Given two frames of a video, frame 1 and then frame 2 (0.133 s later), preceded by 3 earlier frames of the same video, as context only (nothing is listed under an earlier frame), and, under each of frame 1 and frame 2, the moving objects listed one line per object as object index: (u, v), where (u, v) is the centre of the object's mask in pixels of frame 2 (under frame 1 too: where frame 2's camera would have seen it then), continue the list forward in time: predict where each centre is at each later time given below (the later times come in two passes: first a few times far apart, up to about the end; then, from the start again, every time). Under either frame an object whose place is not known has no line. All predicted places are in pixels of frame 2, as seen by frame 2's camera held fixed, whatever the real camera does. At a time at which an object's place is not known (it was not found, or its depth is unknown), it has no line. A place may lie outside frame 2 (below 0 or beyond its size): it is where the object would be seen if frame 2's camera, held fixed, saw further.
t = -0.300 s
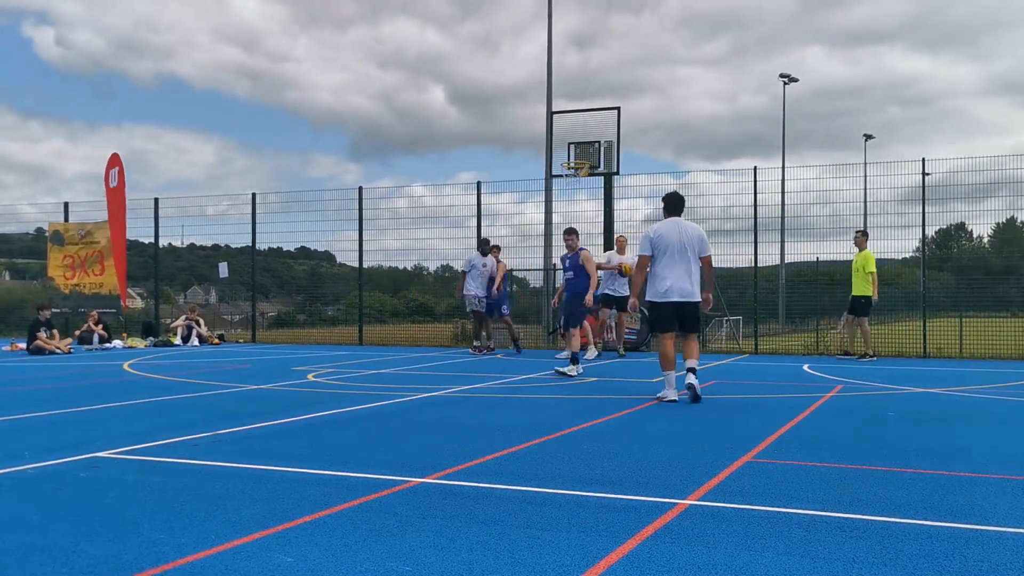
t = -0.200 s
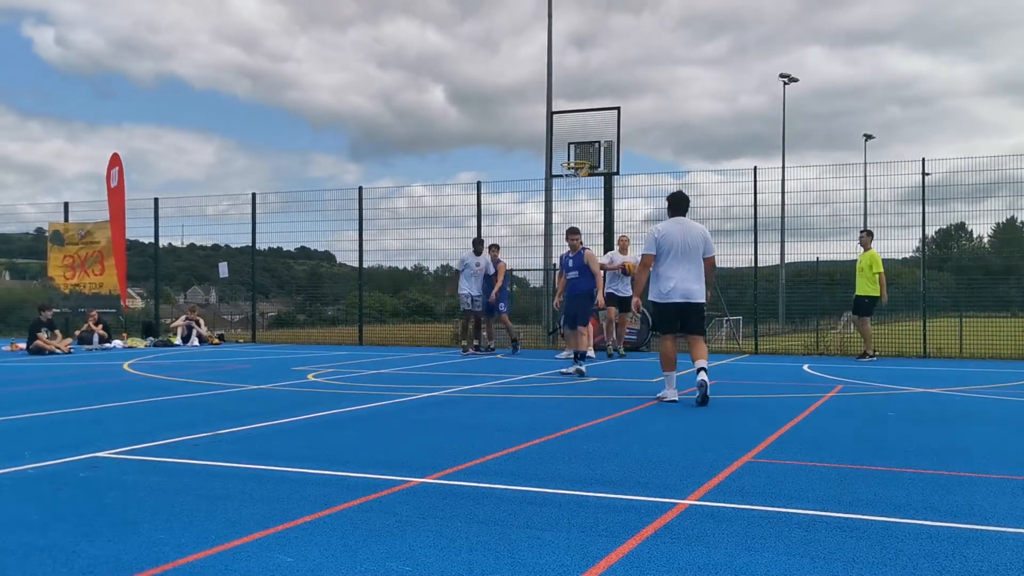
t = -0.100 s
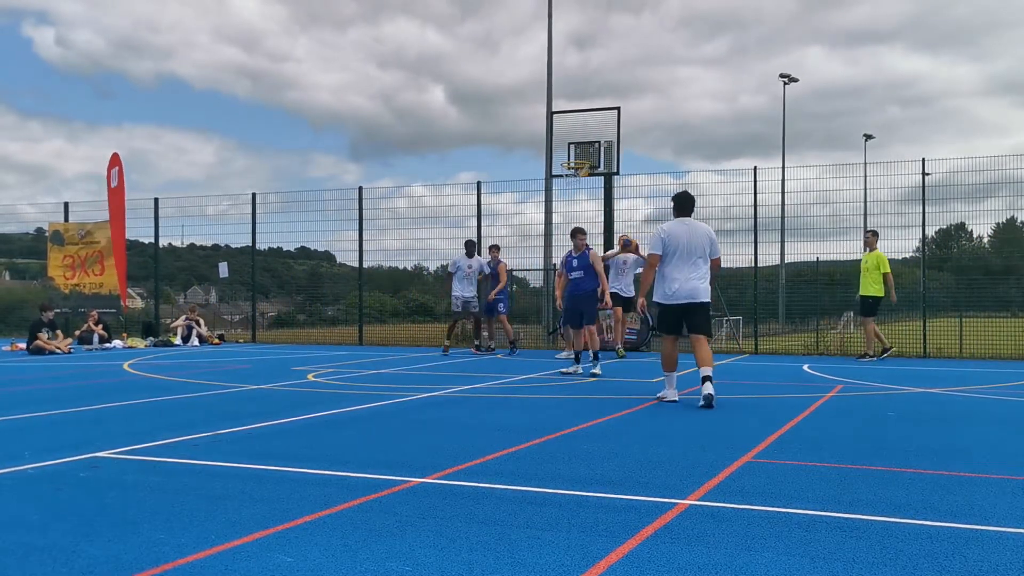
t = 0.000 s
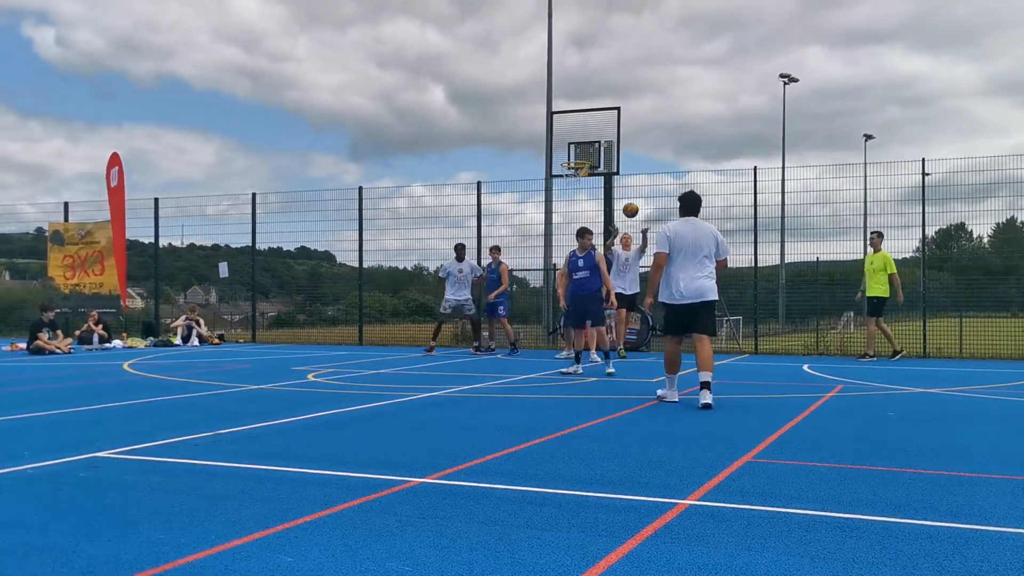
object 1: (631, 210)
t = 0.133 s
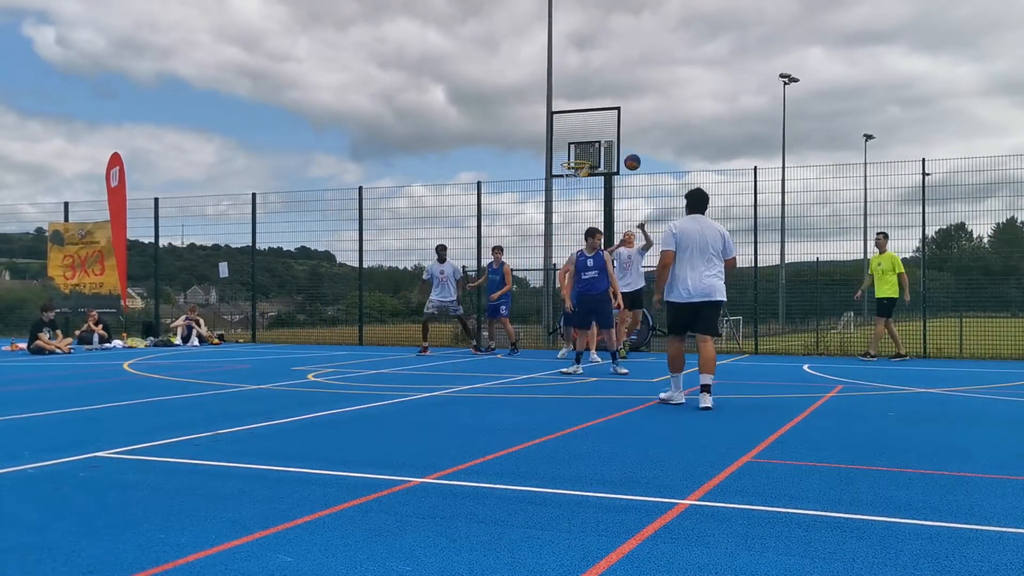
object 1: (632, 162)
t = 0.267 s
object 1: (634, 121)
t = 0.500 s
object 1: (637, 70)
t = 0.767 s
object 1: (640, 54)
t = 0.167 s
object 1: (633, 151)
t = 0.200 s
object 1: (633, 140)
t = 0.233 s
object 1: (633, 131)
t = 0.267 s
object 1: (634, 121)
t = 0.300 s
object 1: (634, 112)
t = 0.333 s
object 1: (635, 104)
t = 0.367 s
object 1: (635, 95)
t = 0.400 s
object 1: (636, 88)
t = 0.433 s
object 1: (636, 81)
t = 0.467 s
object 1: (636, 75)
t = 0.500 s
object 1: (637, 70)
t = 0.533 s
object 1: (637, 65)
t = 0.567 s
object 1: (637, 61)
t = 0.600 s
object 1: (638, 58)
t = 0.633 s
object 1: (638, 55)
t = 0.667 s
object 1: (638, 54)
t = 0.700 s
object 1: (639, 53)
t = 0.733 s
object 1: (639, 53)
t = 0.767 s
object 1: (640, 54)
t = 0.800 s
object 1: (640, 57)
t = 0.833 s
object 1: (641, 60)
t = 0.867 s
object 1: (641, 64)
